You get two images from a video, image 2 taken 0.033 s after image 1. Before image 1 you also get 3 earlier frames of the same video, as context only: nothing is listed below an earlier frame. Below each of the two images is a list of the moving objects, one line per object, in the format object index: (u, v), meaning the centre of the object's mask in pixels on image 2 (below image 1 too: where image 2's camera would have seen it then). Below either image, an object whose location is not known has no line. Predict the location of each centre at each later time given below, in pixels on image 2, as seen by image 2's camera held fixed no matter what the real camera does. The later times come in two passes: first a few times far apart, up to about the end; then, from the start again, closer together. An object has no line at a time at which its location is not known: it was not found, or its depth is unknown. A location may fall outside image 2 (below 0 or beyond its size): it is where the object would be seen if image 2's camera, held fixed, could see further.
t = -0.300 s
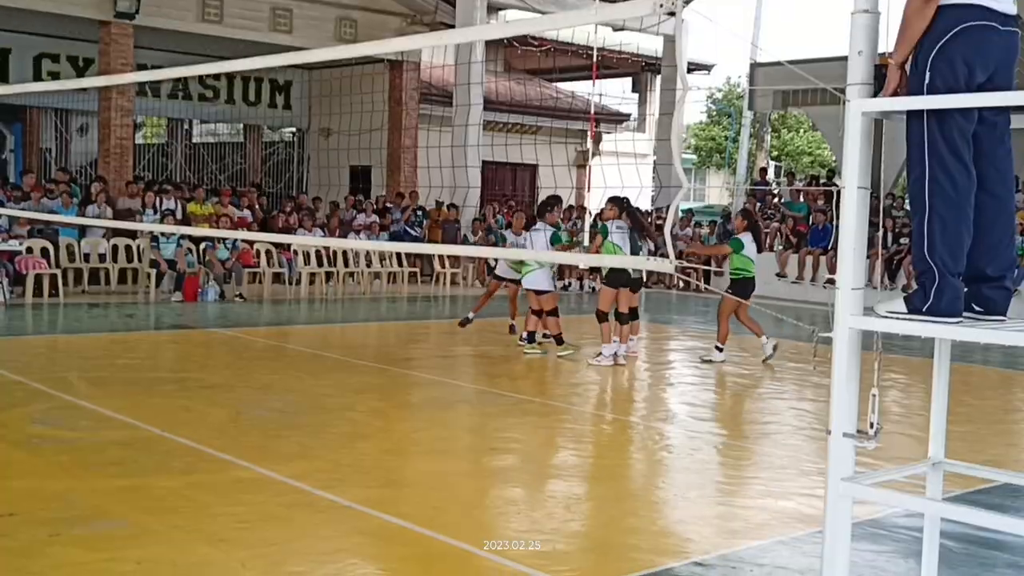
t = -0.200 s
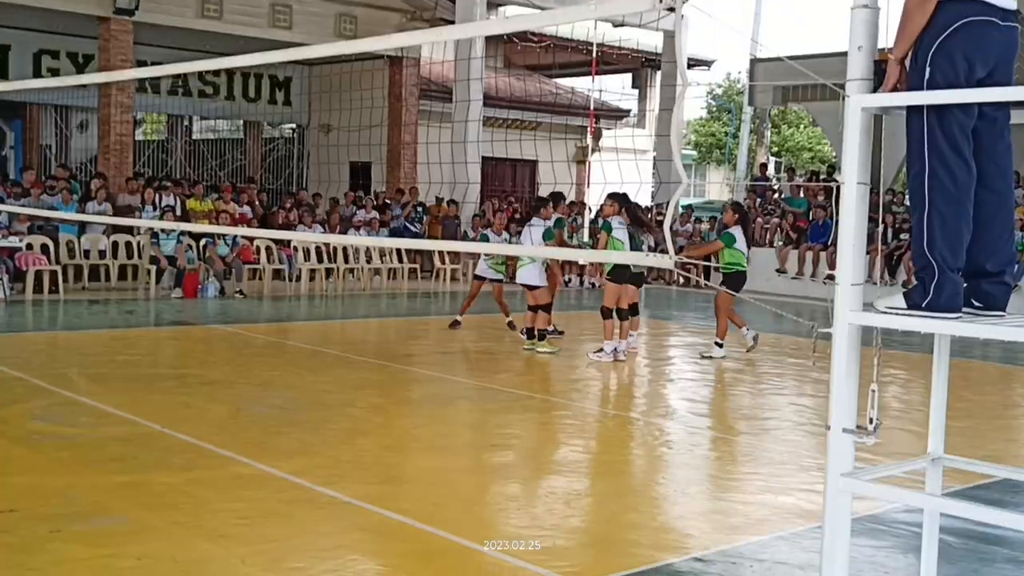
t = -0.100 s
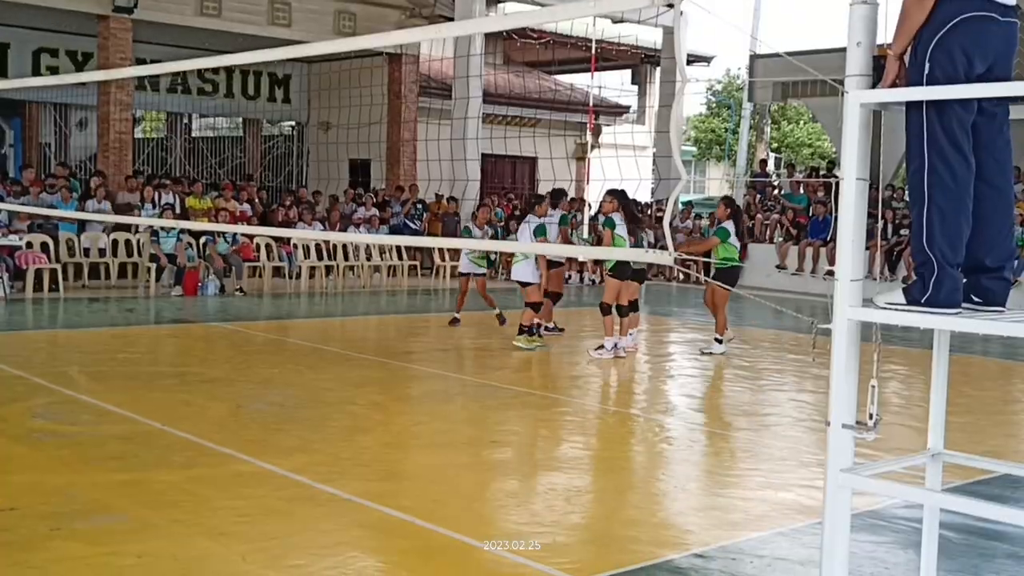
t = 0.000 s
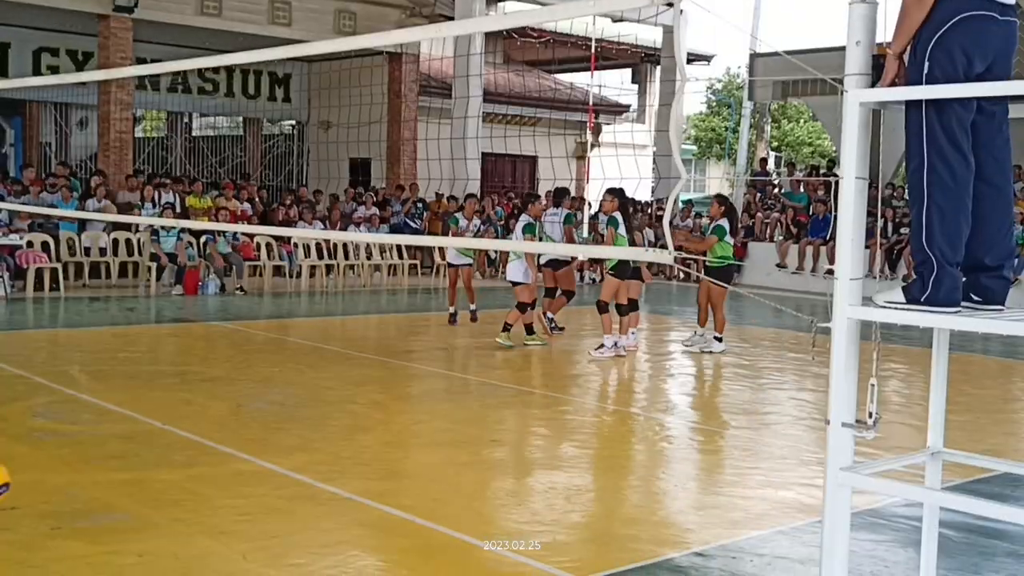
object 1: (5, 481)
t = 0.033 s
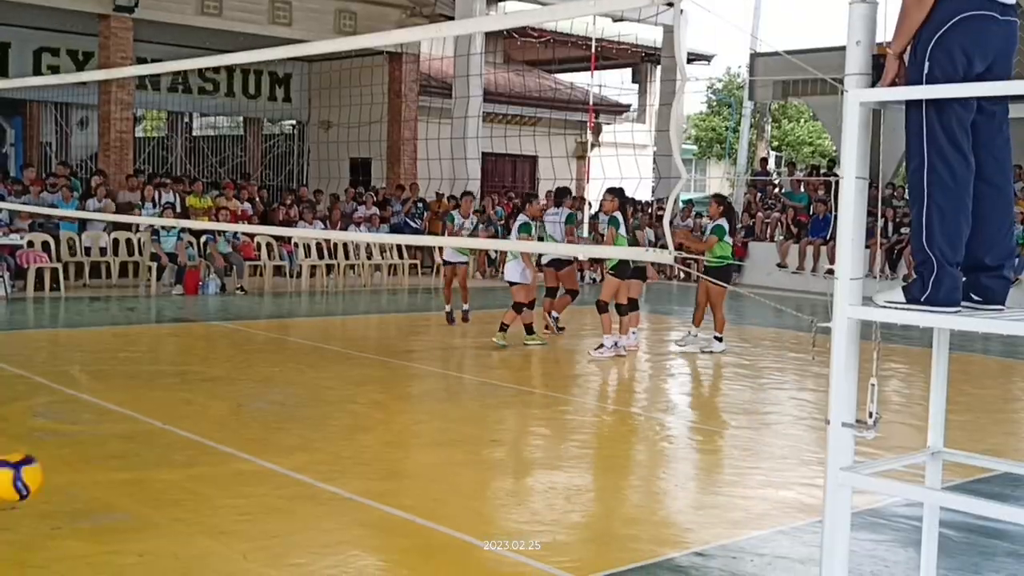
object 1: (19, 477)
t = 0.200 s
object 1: (160, 488)
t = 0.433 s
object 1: (316, 440)
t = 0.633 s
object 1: (421, 425)
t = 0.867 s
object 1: (520, 427)
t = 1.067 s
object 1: (590, 400)
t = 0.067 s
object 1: (47, 474)
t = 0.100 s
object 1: (77, 474)
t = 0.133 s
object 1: (106, 475)
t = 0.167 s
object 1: (133, 481)
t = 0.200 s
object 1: (160, 488)
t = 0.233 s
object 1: (184, 478)
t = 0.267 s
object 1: (209, 465)
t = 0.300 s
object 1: (231, 454)
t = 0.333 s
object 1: (254, 448)
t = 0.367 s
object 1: (274, 443)
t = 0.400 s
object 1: (296, 440)
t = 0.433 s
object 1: (316, 440)
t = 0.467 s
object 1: (335, 441)
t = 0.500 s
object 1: (354, 446)
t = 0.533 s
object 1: (371, 452)
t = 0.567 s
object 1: (389, 444)
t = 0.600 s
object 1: (405, 434)
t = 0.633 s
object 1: (421, 425)
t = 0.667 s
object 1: (437, 420)
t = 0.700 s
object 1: (451, 417)
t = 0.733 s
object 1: (466, 415)
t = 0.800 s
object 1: (494, 417)
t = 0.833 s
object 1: (507, 421)
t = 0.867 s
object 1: (520, 427)
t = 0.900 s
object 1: (533, 419)
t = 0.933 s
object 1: (546, 412)
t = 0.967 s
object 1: (557, 406)
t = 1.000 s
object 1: (568, 402)
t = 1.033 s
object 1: (581, 401)
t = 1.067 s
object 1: (590, 400)
